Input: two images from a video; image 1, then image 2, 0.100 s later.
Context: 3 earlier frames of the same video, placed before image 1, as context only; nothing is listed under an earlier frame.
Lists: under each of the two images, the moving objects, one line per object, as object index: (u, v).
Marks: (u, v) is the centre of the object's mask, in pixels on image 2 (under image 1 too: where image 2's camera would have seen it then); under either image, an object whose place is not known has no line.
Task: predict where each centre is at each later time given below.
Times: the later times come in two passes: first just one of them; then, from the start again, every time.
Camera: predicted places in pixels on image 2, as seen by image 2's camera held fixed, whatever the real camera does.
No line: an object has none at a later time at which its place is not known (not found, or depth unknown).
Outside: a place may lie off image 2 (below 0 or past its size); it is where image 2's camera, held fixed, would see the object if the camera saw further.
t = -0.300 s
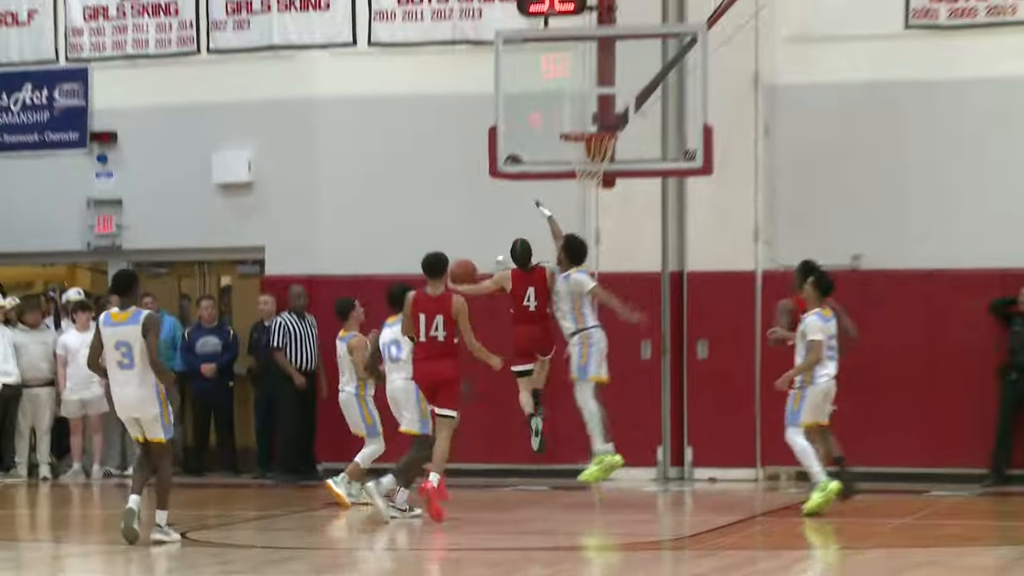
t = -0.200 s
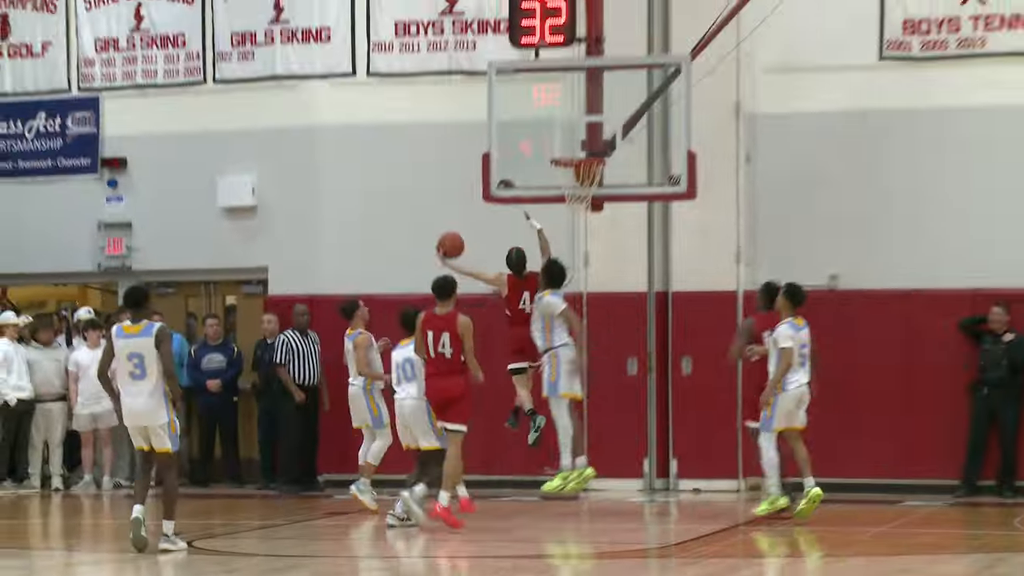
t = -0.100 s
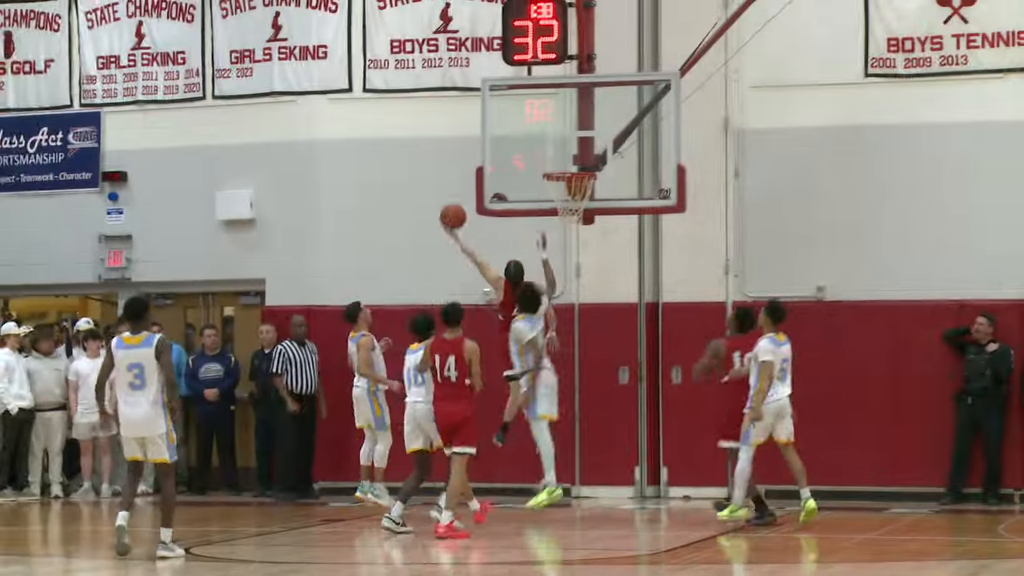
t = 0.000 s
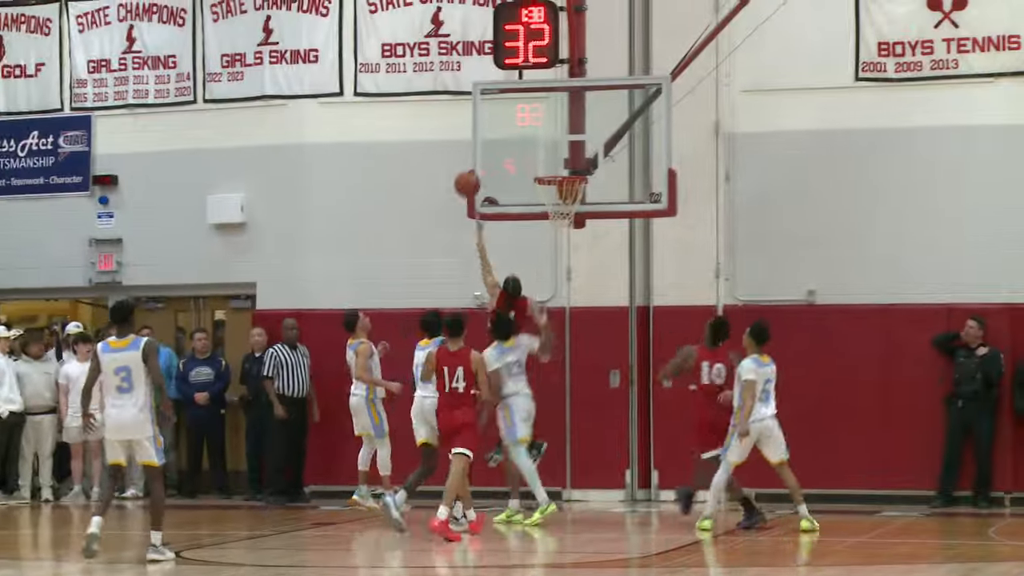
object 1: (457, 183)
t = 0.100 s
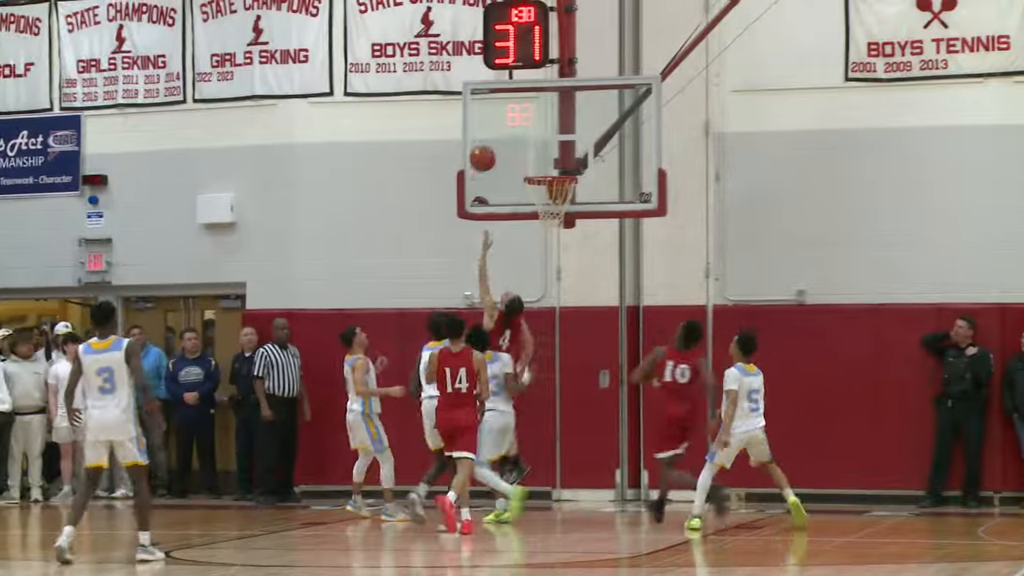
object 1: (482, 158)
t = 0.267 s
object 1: (519, 141)
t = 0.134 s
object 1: (490, 152)
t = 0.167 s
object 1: (499, 147)
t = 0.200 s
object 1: (508, 143)
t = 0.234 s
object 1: (515, 141)
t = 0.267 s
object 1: (519, 141)
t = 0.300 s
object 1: (522, 141)
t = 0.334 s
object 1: (526, 143)
